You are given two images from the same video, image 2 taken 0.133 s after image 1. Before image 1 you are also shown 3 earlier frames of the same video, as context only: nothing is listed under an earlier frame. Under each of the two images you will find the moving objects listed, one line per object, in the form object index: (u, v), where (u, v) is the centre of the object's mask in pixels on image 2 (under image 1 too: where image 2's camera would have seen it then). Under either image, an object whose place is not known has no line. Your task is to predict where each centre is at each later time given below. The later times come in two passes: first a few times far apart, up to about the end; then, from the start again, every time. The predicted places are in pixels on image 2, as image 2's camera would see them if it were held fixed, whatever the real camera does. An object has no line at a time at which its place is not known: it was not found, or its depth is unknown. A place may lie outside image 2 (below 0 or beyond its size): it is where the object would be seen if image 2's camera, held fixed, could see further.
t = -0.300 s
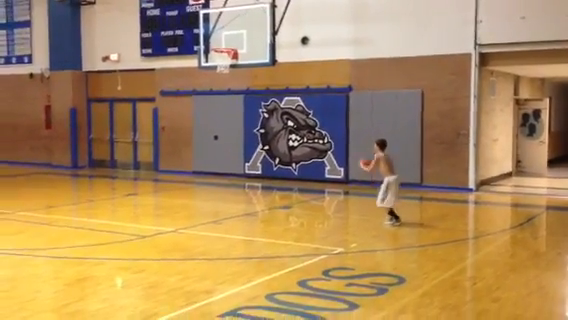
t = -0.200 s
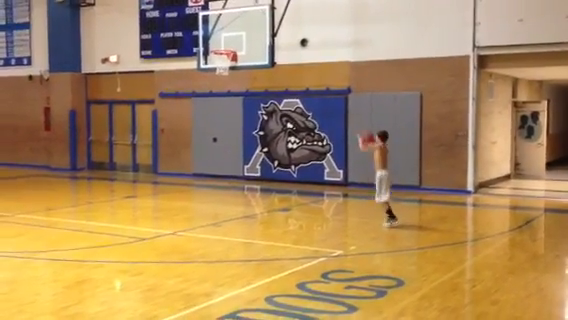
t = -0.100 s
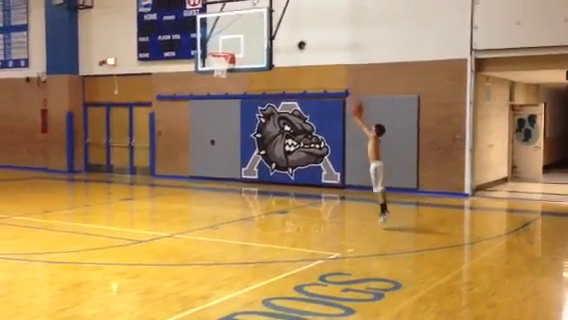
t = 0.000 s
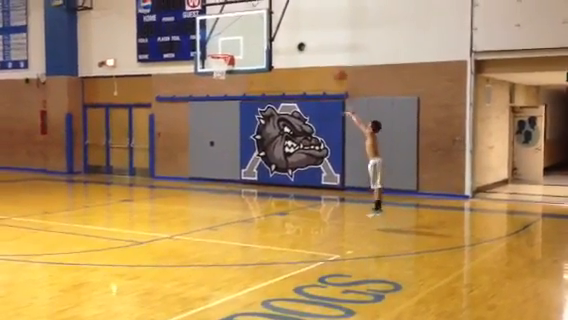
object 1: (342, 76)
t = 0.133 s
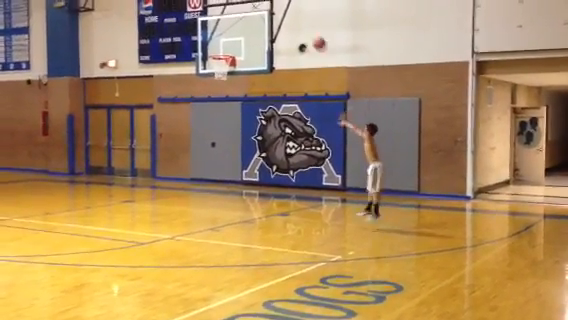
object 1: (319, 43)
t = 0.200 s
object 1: (309, 31)
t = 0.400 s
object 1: (280, 13)
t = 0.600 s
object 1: (255, 15)
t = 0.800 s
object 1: (231, 37)
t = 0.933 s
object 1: (217, 60)
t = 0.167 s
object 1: (314, 37)
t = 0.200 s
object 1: (309, 31)
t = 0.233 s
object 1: (304, 26)
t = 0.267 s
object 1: (299, 22)
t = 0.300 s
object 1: (294, 19)
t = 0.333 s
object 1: (290, 16)
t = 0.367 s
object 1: (285, 14)
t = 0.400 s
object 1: (280, 13)
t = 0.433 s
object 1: (276, 11)
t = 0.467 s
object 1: (273, 11)
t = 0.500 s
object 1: (266, 12)
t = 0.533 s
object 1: (264, 12)
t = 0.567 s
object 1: (259, 14)
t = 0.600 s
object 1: (255, 15)
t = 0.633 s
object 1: (251, 18)
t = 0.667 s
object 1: (247, 21)
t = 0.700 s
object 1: (242, 25)
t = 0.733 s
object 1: (238, 28)
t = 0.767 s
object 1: (235, 32)
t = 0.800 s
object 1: (231, 37)
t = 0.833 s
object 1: (228, 43)
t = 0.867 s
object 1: (223, 48)
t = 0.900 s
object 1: (218, 56)
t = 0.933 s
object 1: (217, 60)
